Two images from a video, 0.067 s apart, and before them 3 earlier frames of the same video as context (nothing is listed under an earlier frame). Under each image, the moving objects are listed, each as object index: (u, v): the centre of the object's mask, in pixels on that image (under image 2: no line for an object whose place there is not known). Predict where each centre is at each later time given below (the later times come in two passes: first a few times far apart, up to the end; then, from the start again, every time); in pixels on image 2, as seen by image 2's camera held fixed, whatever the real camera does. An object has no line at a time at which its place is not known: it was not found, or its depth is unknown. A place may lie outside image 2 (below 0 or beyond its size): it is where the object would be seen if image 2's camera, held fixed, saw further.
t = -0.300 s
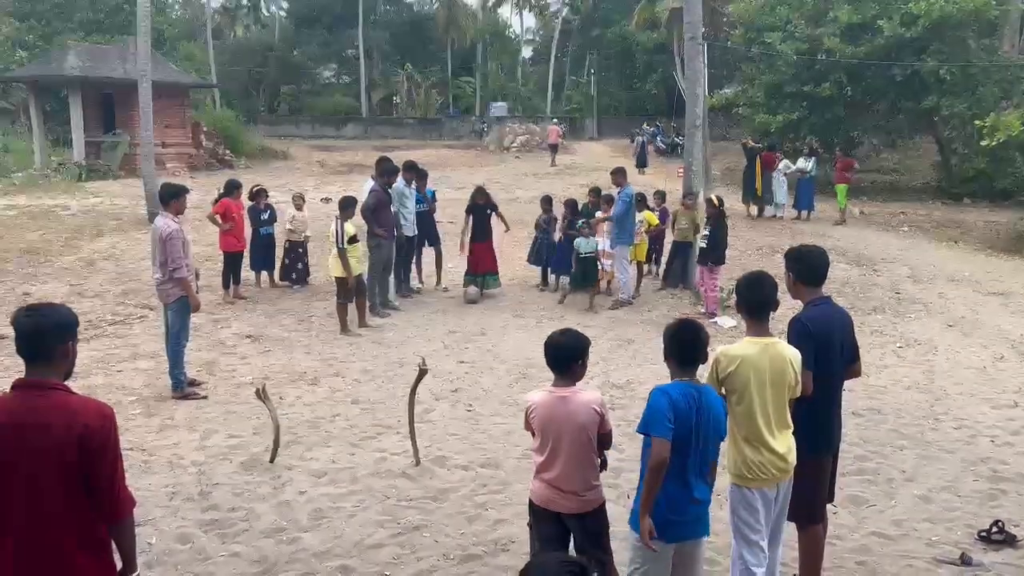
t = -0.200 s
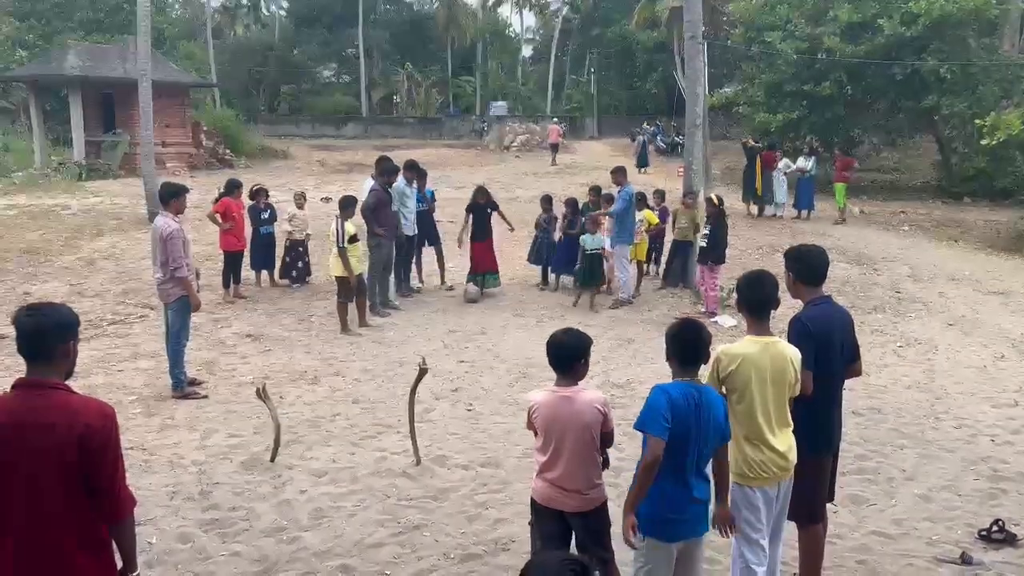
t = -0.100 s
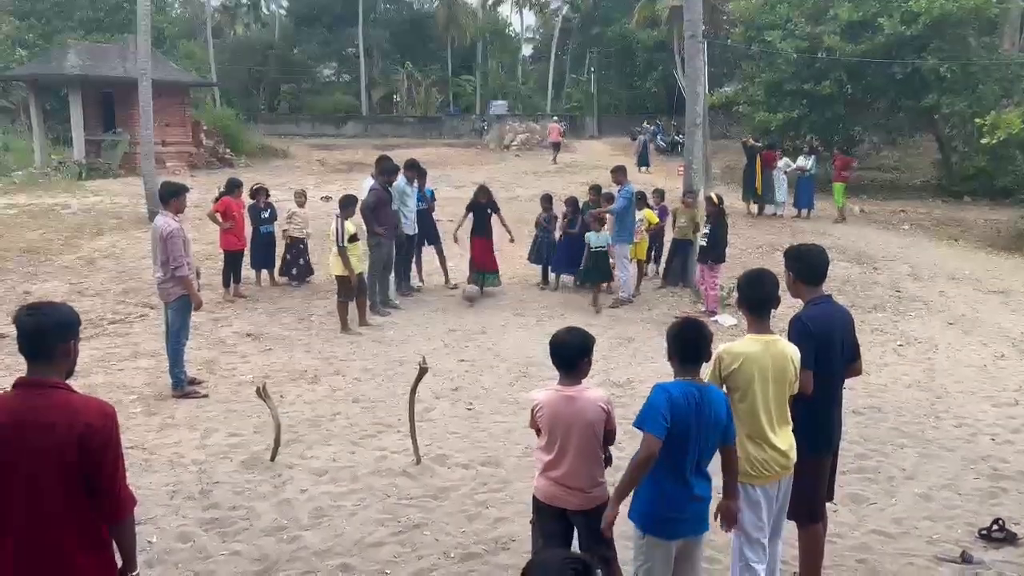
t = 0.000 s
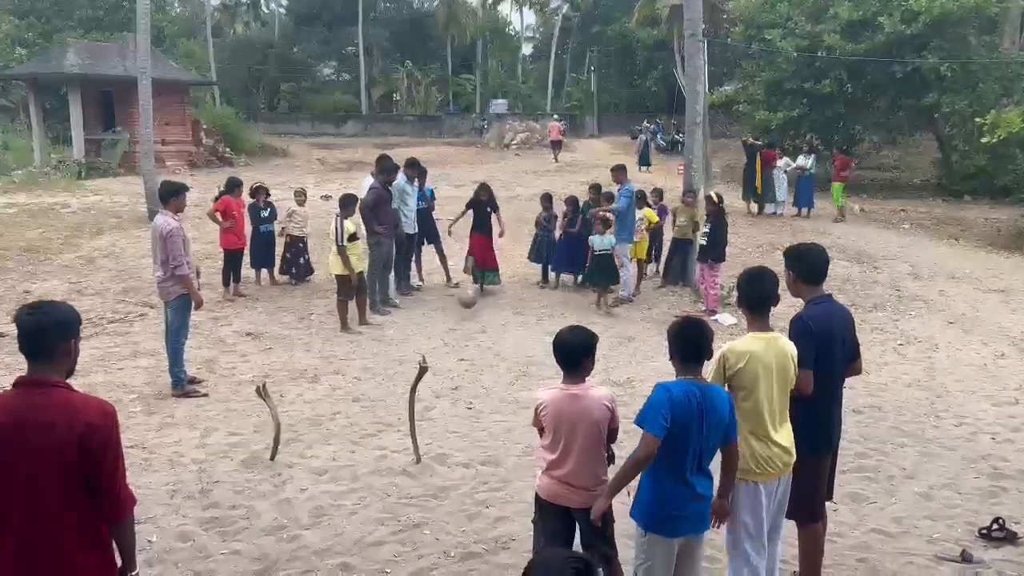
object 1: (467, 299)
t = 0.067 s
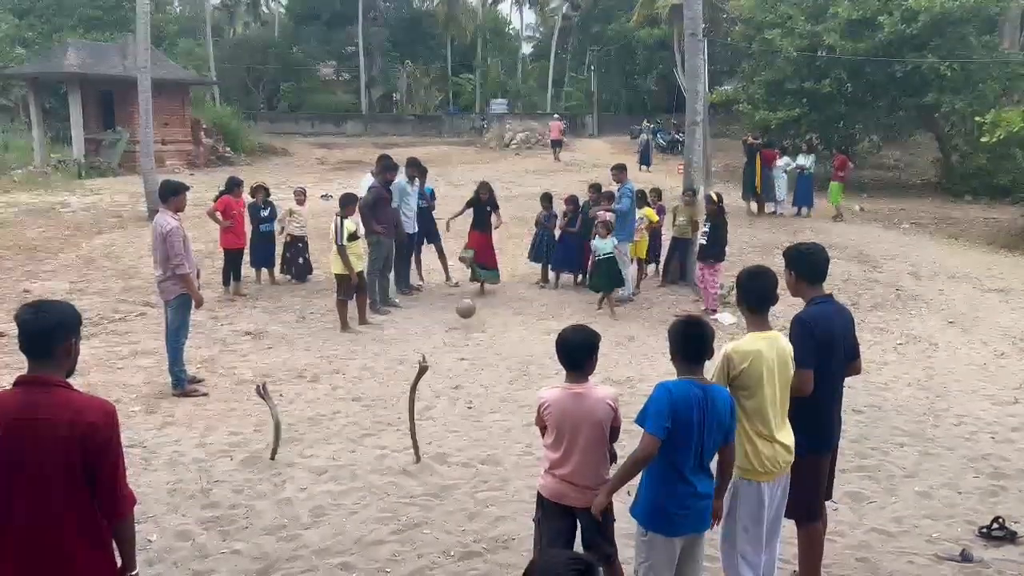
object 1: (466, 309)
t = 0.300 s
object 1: (458, 347)
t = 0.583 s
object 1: (452, 370)
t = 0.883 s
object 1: (448, 388)
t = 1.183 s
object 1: (448, 413)
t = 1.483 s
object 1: (452, 430)
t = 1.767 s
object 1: (463, 442)
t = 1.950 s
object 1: (472, 447)
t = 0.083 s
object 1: (465, 312)
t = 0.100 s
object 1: (465, 315)
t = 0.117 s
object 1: (464, 319)
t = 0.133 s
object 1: (464, 325)
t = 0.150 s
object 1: (464, 329)
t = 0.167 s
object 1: (463, 330)
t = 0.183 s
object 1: (462, 332)
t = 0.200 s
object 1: (462, 334)
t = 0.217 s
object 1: (461, 335)
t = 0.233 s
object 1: (461, 337)
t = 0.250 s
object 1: (460, 340)
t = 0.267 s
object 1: (459, 341)
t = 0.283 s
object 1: (458, 343)
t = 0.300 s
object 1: (458, 347)
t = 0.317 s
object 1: (457, 348)
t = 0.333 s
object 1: (457, 348)
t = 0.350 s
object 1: (456, 348)
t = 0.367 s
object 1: (455, 351)
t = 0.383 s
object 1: (455, 351)
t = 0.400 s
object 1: (455, 352)
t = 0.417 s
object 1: (454, 352)
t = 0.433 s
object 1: (454, 354)
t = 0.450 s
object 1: (453, 355)
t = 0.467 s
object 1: (453, 356)
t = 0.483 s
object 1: (453, 357)
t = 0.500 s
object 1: (453, 359)
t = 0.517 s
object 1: (452, 362)
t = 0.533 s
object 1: (452, 365)
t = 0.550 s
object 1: (452, 368)
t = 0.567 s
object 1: (452, 368)
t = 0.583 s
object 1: (452, 370)
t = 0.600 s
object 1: (451, 370)
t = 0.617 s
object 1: (451, 371)
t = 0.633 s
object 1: (450, 372)
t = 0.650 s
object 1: (449, 373)
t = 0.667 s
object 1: (449, 374)
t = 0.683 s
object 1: (448, 375)
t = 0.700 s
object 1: (448, 376)
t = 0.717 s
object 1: (447, 376)
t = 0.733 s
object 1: (447, 377)
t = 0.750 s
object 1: (448, 377)
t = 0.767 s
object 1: (448, 378)
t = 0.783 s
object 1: (448, 377)
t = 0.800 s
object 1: (448, 380)
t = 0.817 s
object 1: (448, 381)
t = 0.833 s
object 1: (448, 385)
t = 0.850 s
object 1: (448, 386)
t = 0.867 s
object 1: (447, 387)
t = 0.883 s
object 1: (448, 388)
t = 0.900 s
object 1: (448, 391)
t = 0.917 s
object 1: (448, 391)
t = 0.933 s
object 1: (448, 392)
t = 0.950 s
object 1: (449, 396)
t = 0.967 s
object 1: (448, 397)
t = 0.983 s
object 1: (448, 398)
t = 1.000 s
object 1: (448, 399)
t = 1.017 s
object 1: (448, 401)
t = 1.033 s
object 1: (449, 403)
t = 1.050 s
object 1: (448, 404)
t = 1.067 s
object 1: (448, 405)
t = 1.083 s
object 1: (448, 406)
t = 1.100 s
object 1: (449, 407)
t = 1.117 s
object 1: (448, 408)
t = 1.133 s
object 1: (448, 409)
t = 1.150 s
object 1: (448, 413)
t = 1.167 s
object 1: (448, 412)
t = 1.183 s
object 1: (448, 413)
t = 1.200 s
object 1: (448, 415)
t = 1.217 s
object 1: (448, 415)
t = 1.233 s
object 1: (448, 417)
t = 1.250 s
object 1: (448, 418)
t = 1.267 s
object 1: (448, 420)
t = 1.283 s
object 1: (448, 421)
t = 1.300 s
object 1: (448, 422)
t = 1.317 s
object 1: (449, 423)
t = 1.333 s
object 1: (449, 424)
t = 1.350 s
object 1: (449, 425)
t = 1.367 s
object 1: (449, 425)
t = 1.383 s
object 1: (449, 426)
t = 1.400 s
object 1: (450, 426)
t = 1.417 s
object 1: (450, 426)
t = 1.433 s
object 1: (450, 427)
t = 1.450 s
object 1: (451, 427)
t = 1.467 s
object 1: (451, 429)
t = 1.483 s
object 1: (452, 430)
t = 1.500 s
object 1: (452, 431)
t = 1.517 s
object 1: (453, 430)
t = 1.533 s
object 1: (453, 431)
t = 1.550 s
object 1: (453, 432)
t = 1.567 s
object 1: (454, 432)
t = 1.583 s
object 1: (454, 432)
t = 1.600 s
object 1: (454, 434)
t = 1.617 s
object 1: (455, 434)
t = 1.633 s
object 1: (455, 436)
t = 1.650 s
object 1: (456, 436)
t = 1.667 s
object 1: (456, 438)
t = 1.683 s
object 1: (457, 437)
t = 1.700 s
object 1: (458, 438)
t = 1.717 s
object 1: (459, 438)
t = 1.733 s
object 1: (460, 441)
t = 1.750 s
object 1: (461, 442)
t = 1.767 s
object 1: (463, 442)
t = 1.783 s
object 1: (463, 443)
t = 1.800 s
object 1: (464, 444)
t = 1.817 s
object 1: (465, 445)
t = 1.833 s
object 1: (466, 445)
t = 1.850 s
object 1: (467, 445)
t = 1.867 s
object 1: (468, 446)
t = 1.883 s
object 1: (469, 446)
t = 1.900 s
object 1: (470, 447)
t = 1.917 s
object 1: (471, 447)
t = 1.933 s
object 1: (471, 447)
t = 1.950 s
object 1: (472, 447)
